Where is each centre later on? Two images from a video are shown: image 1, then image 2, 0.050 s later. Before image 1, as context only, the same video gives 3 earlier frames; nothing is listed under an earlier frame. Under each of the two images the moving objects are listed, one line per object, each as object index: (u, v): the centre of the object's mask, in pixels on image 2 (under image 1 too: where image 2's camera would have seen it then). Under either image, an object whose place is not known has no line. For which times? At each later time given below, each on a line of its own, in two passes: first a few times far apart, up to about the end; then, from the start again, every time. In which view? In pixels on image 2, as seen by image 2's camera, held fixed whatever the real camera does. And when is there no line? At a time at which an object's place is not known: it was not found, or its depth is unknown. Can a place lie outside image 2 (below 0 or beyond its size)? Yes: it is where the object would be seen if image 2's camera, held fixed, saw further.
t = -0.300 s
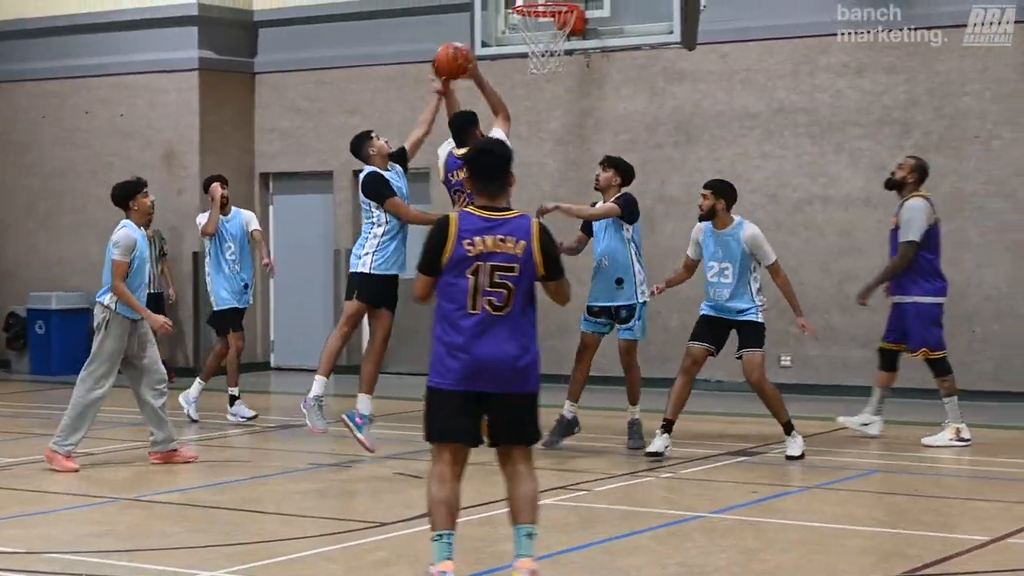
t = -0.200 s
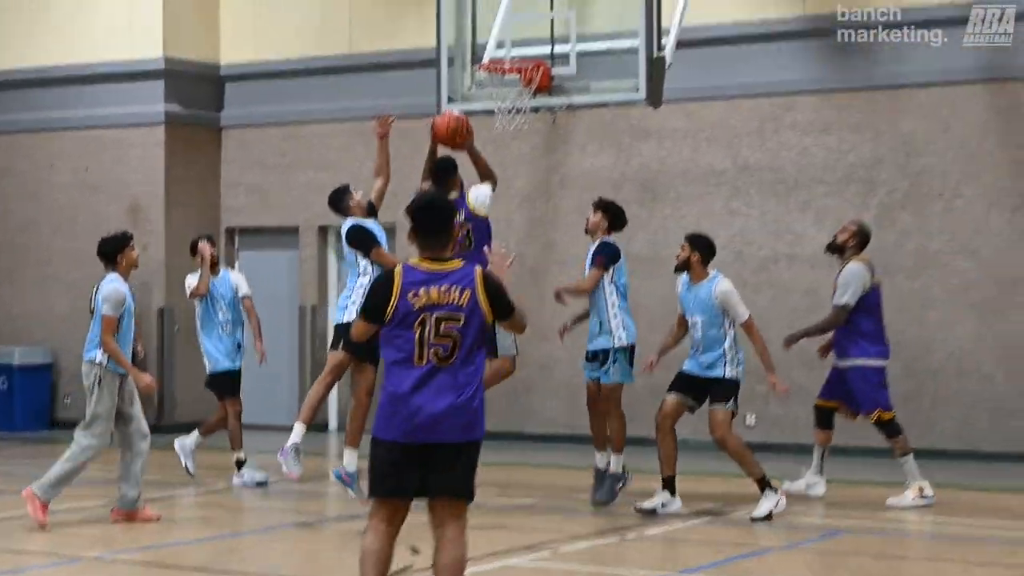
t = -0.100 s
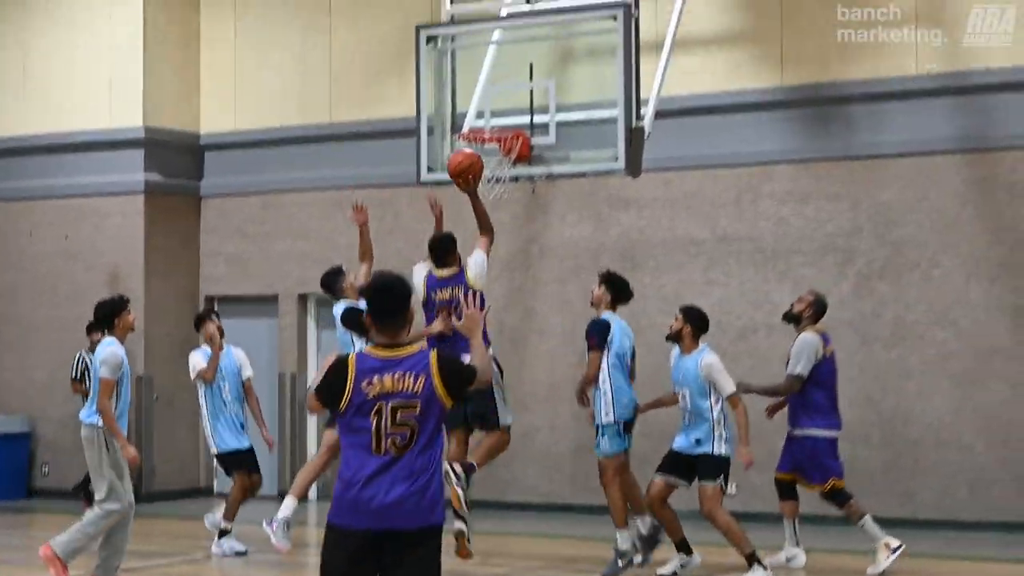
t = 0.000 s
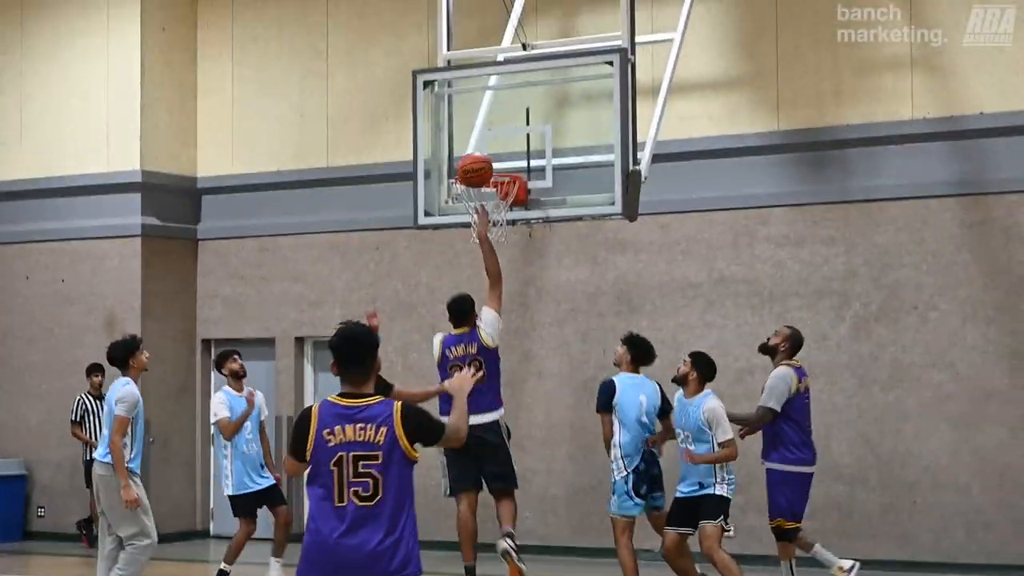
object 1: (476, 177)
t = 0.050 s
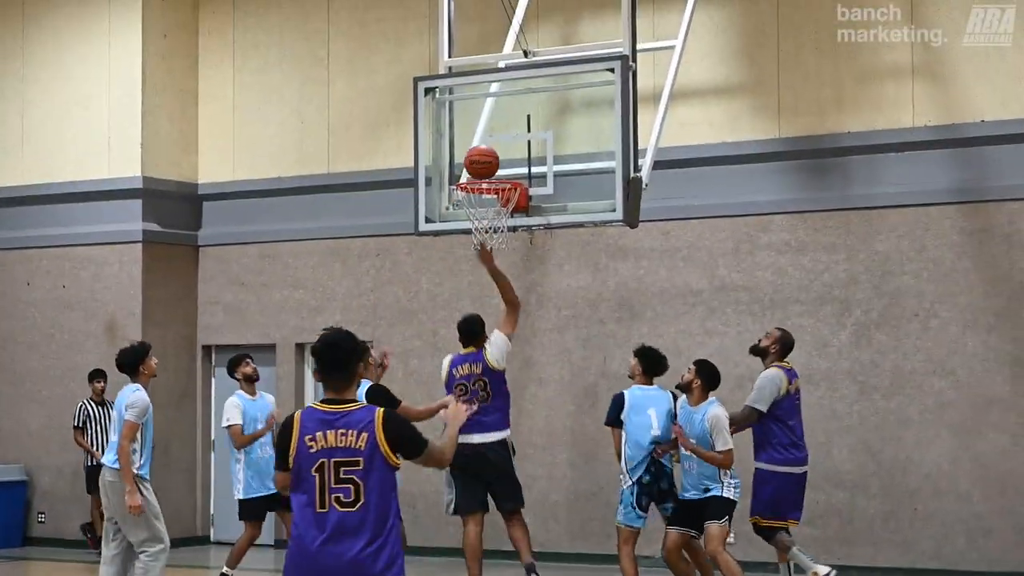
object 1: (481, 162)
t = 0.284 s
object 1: (506, 146)
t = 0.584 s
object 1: (532, 158)
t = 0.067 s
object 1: (483, 158)
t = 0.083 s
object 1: (485, 155)
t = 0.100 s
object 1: (487, 152)
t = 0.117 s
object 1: (489, 150)
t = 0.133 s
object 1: (491, 147)
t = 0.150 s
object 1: (492, 146)
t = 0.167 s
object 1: (494, 145)
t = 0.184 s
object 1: (496, 144)
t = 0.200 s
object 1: (497, 143)
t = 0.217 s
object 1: (499, 143)
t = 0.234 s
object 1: (501, 143)
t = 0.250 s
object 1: (503, 144)
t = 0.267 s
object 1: (505, 145)
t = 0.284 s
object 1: (506, 146)
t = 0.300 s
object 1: (508, 148)
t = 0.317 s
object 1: (510, 150)
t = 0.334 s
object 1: (512, 152)
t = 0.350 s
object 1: (513, 155)
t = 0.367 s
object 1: (515, 159)
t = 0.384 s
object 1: (517, 162)
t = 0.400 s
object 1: (518, 166)
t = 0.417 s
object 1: (520, 165)
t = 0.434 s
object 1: (521, 163)
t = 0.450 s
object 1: (523, 161)
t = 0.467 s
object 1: (525, 160)
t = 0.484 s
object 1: (526, 159)
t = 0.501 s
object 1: (528, 158)
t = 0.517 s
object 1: (530, 158)
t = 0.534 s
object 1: (531, 158)
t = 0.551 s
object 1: (533, 158)
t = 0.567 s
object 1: (533, 159)
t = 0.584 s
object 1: (532, 158)
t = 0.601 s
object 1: (530, 157)
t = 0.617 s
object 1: (528, 156)
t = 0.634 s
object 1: (527, 156)
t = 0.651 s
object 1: (525, 156)
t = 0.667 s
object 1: (523, 156)
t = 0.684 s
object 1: (521, 157)
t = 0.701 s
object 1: (520, 158)
